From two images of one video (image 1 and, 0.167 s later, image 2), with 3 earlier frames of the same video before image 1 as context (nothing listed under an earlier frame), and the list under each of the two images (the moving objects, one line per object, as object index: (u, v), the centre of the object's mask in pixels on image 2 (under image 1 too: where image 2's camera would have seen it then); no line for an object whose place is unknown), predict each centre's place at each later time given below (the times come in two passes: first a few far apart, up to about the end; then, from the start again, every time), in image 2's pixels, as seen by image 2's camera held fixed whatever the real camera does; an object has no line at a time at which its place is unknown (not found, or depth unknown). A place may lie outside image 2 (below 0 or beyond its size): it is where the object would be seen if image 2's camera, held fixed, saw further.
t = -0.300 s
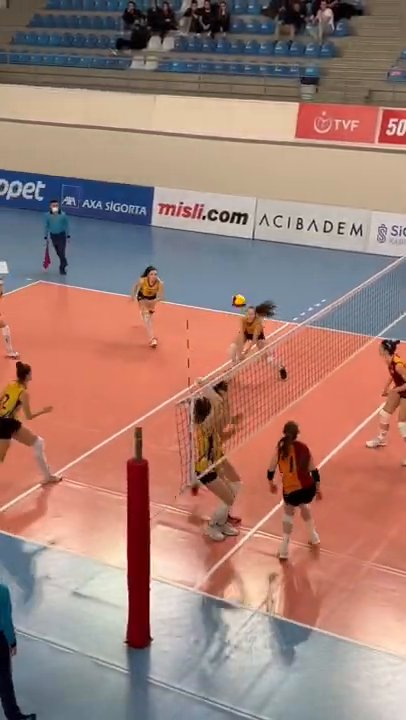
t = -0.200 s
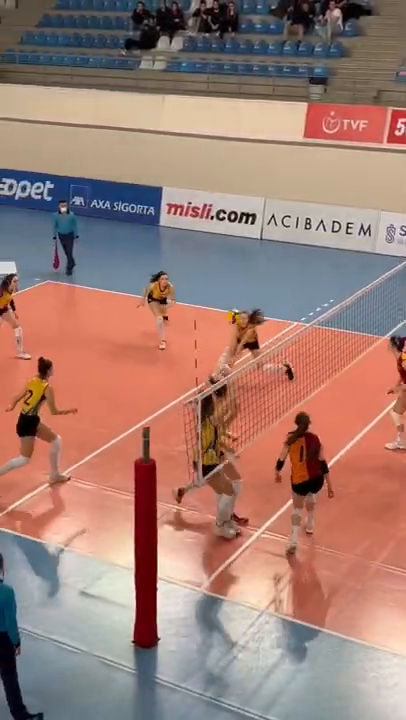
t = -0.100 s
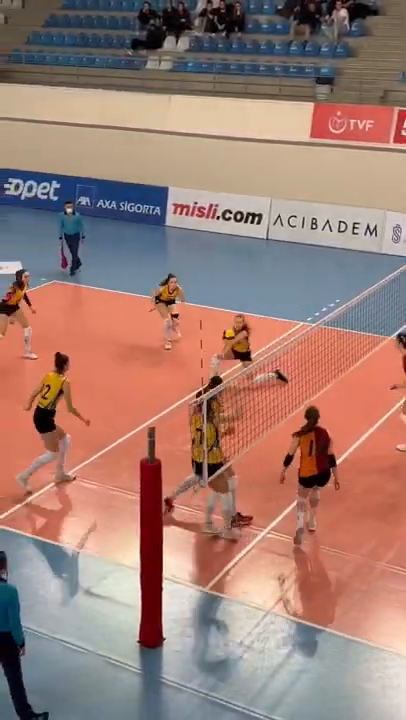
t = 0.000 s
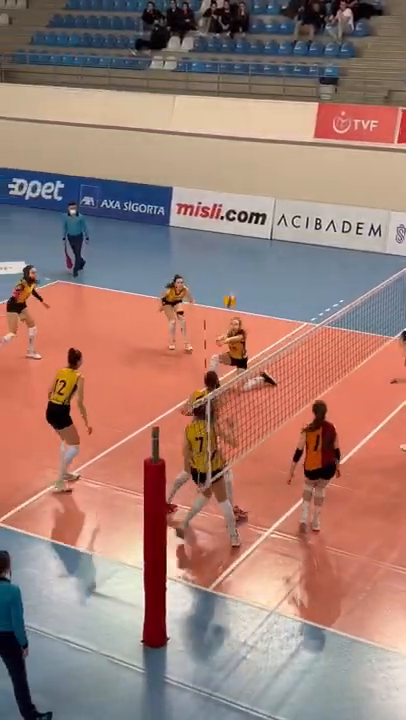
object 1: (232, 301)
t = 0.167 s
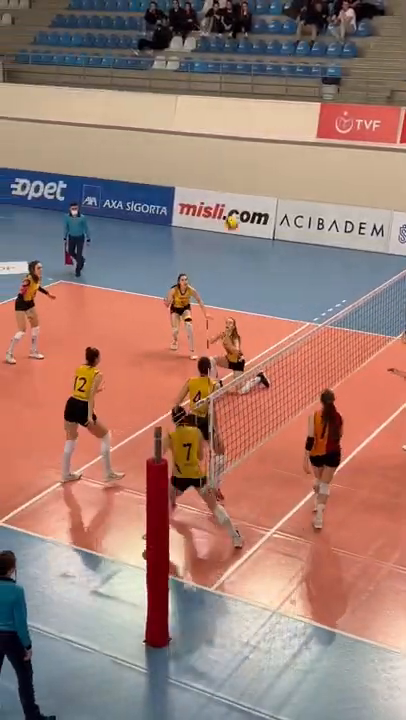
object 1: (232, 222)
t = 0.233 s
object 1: (231, 195)
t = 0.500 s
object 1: (230, 113)
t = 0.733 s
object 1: (230, 77)
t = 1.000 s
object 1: (231, 87)
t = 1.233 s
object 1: (230, 139)
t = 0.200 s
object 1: (231, 209)
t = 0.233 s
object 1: (231, 195)
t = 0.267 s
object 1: (231, 183)
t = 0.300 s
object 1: (231, 171)
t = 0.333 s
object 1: (231, 159)
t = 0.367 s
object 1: (232, 149)
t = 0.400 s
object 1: (230, 139)
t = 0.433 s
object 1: (230, 129)
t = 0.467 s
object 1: (230, 120)
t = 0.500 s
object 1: (230, 113)
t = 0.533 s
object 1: (231, 104)
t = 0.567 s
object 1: (231, 97)
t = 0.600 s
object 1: (230, 92)
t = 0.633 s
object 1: (230, 88)
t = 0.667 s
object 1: (231, 83)
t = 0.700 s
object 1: (230, 80)
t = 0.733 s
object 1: (230, 77)
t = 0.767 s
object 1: (230, 76)
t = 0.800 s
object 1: (230, 75)
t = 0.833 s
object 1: (230, 75)
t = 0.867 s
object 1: (230, 75)
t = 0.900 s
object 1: (230, 77)
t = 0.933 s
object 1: (230, 80)
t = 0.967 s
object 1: (230, 83)
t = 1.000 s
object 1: (231, 87)
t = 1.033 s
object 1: (230, 92)
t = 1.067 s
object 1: (230, 97)
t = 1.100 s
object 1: (230, 104)
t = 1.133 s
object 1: (230, 112)
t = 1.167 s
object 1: (230, 120)
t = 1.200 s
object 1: (230, 129)
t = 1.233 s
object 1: (230, 139)
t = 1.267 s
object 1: (230, 150)
